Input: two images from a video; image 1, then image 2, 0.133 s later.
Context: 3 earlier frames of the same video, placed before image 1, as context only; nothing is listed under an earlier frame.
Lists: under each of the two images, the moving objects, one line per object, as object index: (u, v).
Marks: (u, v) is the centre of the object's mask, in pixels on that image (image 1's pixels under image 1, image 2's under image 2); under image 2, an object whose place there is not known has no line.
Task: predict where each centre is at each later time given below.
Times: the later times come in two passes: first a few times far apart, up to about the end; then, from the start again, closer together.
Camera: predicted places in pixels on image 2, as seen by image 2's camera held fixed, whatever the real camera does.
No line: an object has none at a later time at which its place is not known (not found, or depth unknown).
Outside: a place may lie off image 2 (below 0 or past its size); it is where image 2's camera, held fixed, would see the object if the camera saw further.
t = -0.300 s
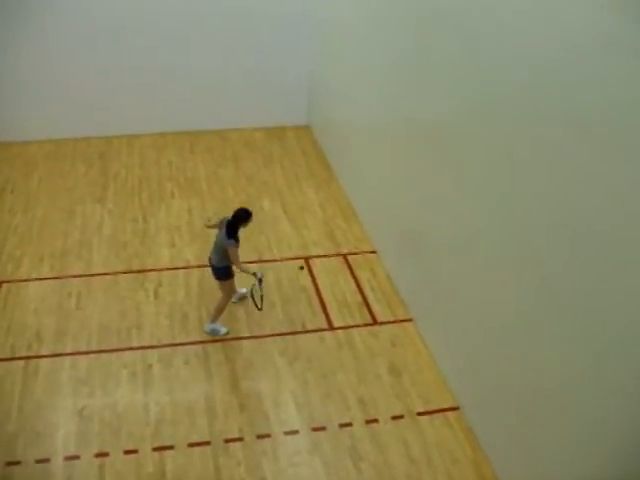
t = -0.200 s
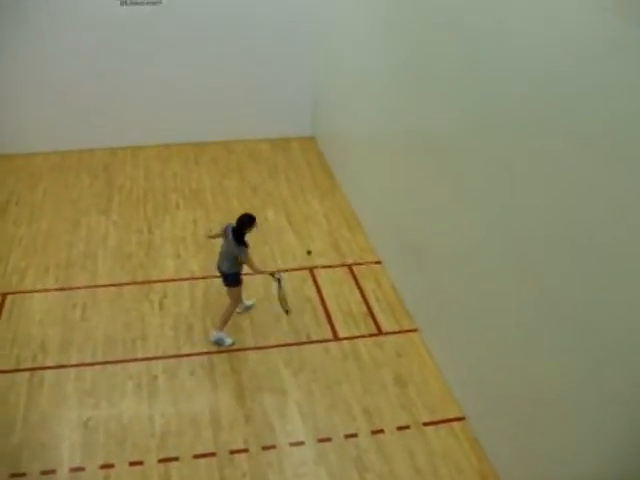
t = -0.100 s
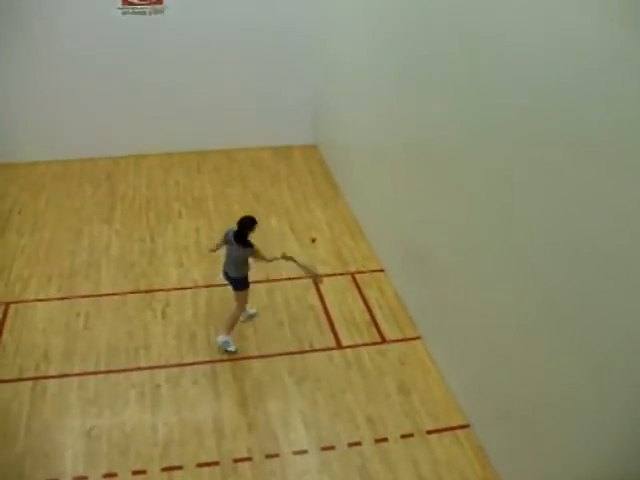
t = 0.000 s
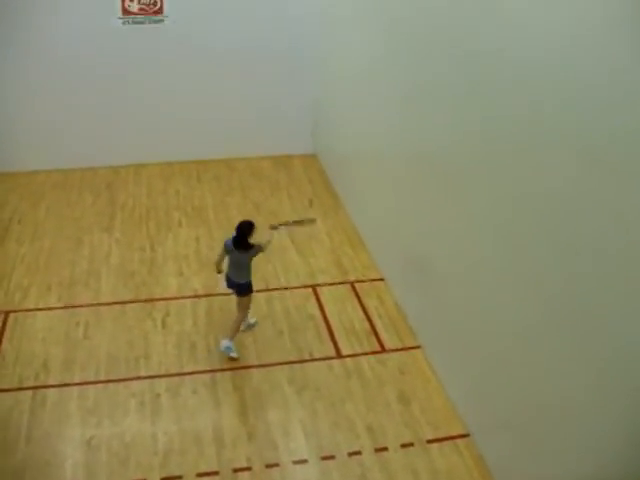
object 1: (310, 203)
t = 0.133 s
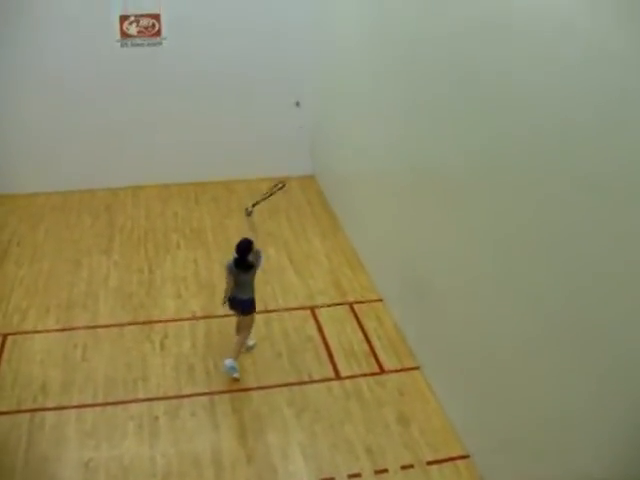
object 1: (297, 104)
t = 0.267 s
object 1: (289, 17)
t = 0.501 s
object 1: (278, -77)
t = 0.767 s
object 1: (301, -90)
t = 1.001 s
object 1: (329, -55)
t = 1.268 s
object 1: (369, 59)
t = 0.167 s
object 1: (295, 81)
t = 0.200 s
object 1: (293, 57)
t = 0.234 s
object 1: (289, 36)
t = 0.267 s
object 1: (289, 17)
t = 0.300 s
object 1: (287, 0)
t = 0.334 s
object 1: (285, -17)
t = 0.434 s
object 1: (280, -56)
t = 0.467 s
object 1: (280, -64)
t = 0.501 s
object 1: (278, -77)
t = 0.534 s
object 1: (278, -82)
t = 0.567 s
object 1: (281, -87)
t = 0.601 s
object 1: (284, -90)
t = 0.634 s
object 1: (287, -91)
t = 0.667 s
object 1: (290, -92)
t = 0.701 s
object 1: (293, -92)
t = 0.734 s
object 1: (297, -92)
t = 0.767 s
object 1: (301, -90)
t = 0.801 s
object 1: (304, -88)
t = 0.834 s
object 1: (308, -85)
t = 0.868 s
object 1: (312, -81)
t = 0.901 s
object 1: (316, -76)
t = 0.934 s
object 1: (321, -70)
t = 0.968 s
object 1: (325, -62)
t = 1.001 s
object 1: (329, -55)
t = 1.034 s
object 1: (334, -45)
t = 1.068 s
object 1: (338, -35)
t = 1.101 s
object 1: (343, -22)
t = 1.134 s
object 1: (348, -9)
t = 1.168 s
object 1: (352, 6)
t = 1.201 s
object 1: (358, 22)
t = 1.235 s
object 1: (364, 40)
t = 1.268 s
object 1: (369, 59)
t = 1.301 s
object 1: (374, 80)
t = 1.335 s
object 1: (380, 104)
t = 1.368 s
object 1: (386, 128)
